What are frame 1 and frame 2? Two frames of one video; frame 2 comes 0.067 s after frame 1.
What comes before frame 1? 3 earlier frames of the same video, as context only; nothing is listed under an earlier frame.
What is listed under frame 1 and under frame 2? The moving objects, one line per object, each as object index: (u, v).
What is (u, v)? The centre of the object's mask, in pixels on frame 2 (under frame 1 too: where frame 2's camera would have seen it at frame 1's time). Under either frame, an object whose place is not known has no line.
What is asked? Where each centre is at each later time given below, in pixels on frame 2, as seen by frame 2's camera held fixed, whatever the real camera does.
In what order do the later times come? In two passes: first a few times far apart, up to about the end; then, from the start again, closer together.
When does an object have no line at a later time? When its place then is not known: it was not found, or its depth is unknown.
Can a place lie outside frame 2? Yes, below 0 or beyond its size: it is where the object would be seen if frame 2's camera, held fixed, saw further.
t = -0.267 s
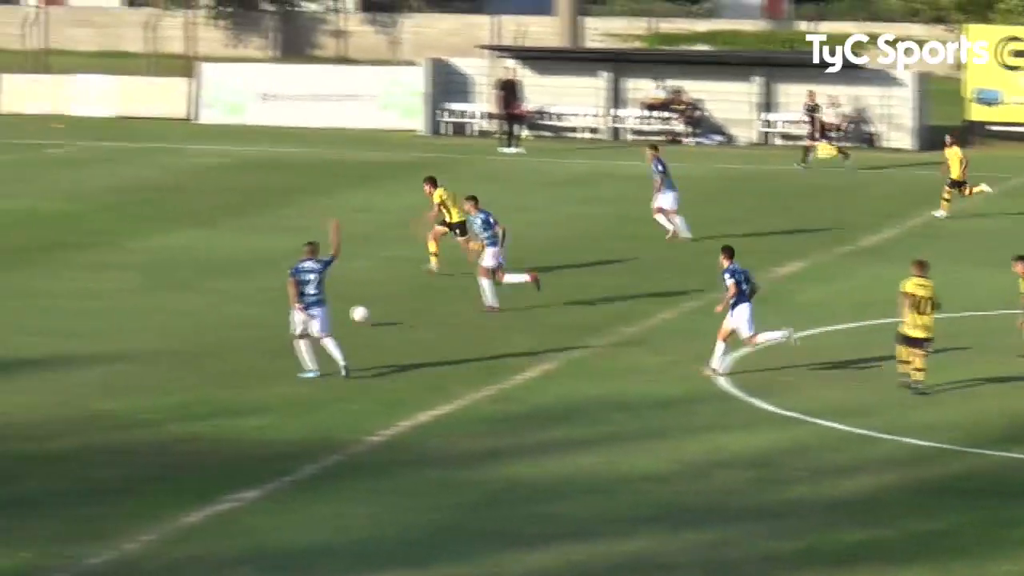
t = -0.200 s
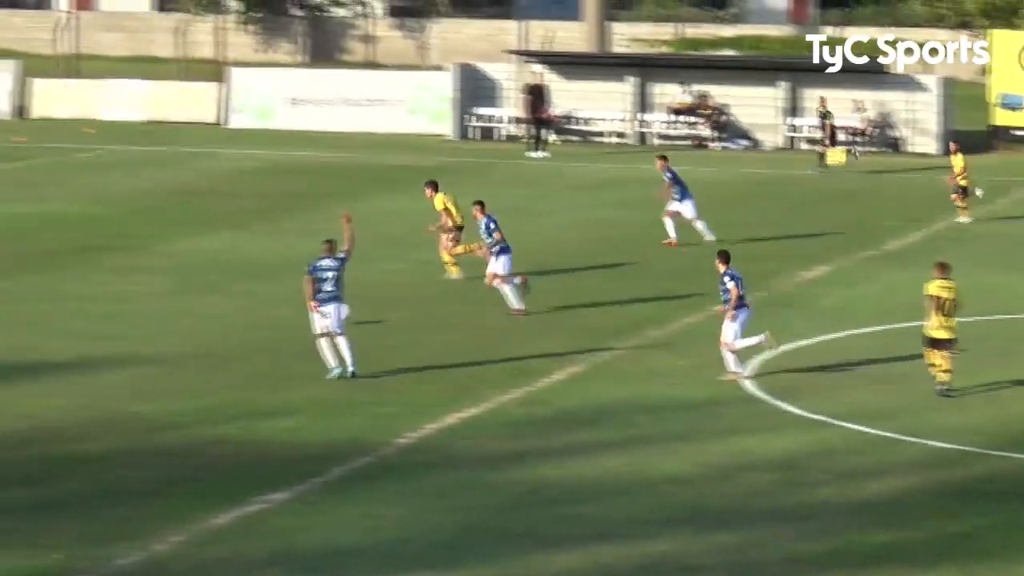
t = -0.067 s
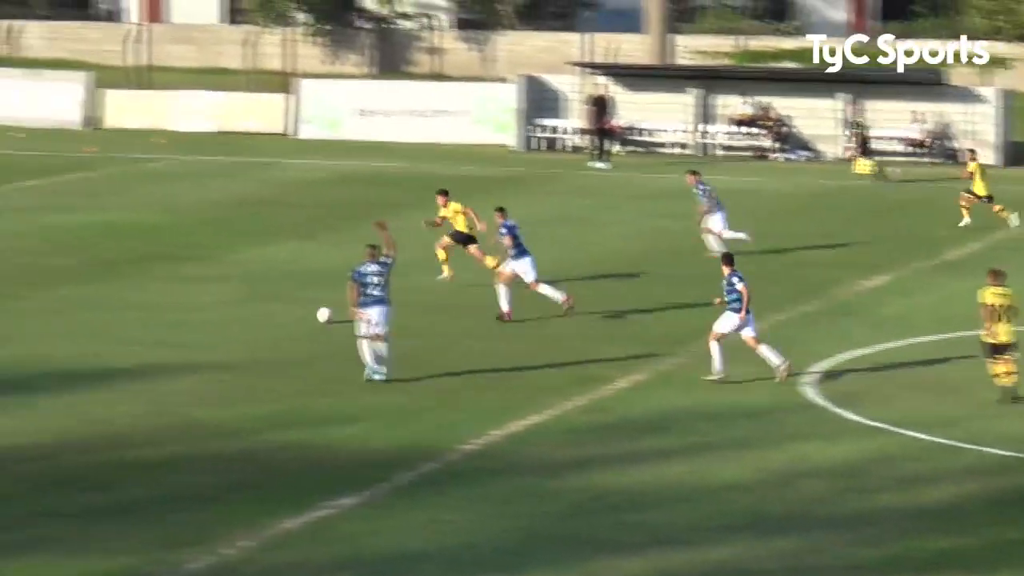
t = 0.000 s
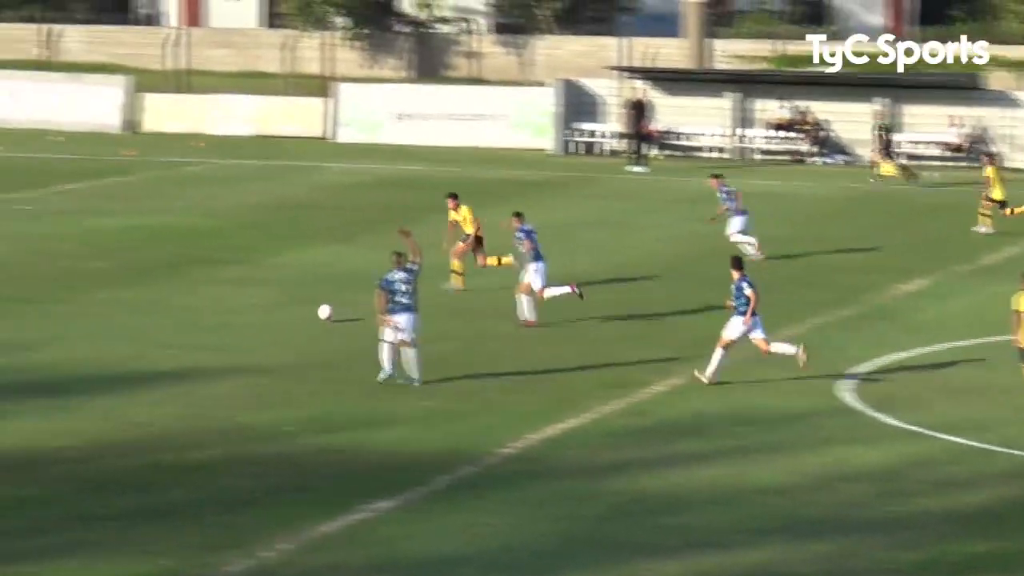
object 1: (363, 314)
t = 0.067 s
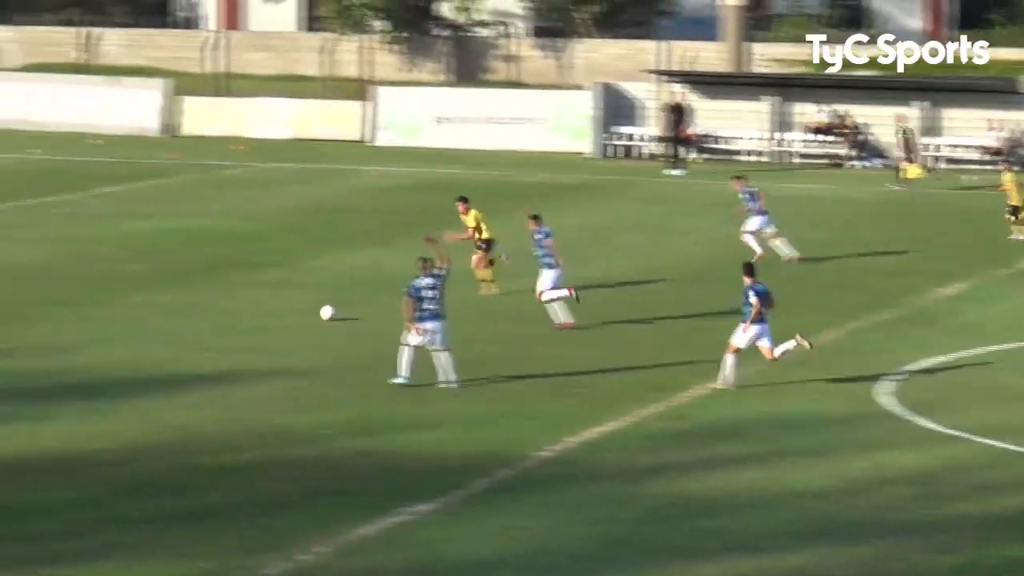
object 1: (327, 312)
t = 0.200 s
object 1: (261, 304)
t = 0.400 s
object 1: (174, 291)
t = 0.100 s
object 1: (309, 312)
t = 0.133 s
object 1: (292, 309)
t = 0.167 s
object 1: (276, 306)
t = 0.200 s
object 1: (261, 304)
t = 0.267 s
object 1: (230, 303)
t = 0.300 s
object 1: (216, 299)
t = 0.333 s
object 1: (202, 295)
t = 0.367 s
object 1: (188, 292)
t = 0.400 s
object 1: (174, 291)
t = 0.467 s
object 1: (148, 290)
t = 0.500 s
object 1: (134, 290)
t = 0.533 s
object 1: (122, 291)
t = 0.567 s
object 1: (109, 289)
